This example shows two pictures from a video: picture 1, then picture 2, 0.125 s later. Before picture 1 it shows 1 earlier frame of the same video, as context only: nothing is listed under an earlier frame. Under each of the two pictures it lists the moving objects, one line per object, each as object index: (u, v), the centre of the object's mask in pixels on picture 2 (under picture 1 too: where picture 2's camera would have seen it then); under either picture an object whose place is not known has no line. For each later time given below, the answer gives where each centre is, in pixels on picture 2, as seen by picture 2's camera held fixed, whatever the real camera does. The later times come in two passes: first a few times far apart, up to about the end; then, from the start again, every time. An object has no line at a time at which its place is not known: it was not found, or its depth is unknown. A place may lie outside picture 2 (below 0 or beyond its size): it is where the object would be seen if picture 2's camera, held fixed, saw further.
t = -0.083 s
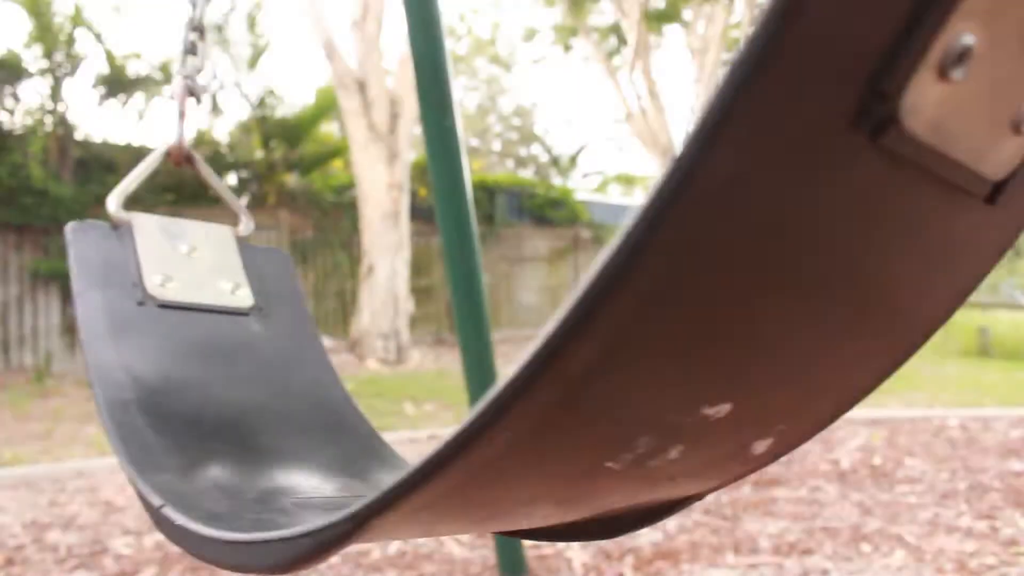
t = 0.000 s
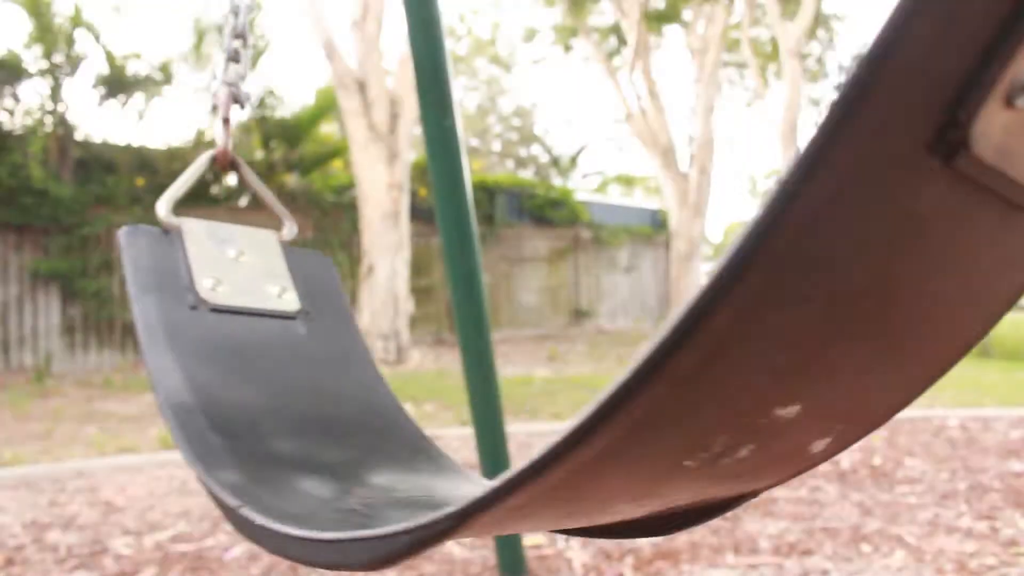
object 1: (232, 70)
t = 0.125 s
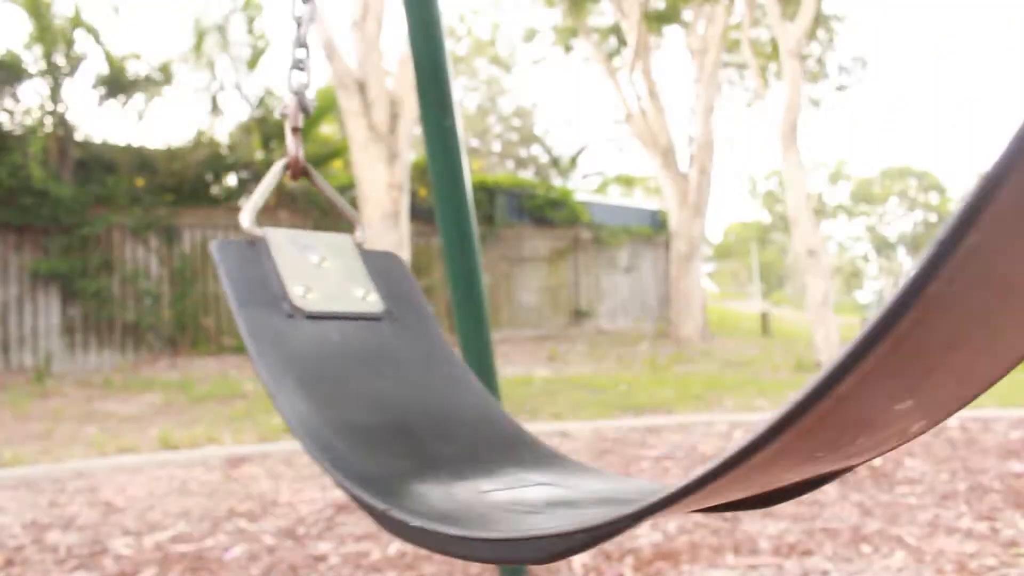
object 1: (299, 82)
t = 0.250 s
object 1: (364, 80)
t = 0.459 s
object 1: (452, 86)
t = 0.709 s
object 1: (505, 89)
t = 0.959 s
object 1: (498, 89)
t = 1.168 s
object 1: (433, 86)
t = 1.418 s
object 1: (330, 89)
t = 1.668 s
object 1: (221, 71)
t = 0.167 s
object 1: (321, 82)
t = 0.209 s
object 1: (342, 78)
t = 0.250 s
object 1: (364, 80)
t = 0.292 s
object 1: (384, 85)
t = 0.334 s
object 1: (406, 88)
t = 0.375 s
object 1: (424, 85)
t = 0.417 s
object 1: (438, 87)
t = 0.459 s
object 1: (452, 86)
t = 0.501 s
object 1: (466, 89)
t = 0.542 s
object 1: (476, 88)
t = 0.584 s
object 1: (485, 89)
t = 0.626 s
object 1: (494, 90)
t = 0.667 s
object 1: (500, 90)
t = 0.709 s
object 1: (505, 89)
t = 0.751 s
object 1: (508, 89)
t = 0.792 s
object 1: (510, 90)
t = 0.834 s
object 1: (511, 89)
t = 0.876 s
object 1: (509, 89)
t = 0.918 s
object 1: (505, 90)
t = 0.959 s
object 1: (498, 89)
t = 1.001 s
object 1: (488, 88)
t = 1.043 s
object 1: (476, 86)
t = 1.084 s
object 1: (463, 90)
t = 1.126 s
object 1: (446, 85)
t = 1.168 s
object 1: (433, 86)
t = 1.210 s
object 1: (419, 88)
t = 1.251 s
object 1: (401, 85)
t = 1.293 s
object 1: (384, 89)
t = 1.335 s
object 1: (367, 85)
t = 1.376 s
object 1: (349, 86)
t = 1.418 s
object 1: (330, 89)
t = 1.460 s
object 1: (312, 86)
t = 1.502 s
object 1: (291, 84)
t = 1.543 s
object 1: (272, 78)
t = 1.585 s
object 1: (253, 75)
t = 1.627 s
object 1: (236, 72)
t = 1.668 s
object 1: (221, 71)
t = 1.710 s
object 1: (209, 65)
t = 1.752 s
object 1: (196, 67)
